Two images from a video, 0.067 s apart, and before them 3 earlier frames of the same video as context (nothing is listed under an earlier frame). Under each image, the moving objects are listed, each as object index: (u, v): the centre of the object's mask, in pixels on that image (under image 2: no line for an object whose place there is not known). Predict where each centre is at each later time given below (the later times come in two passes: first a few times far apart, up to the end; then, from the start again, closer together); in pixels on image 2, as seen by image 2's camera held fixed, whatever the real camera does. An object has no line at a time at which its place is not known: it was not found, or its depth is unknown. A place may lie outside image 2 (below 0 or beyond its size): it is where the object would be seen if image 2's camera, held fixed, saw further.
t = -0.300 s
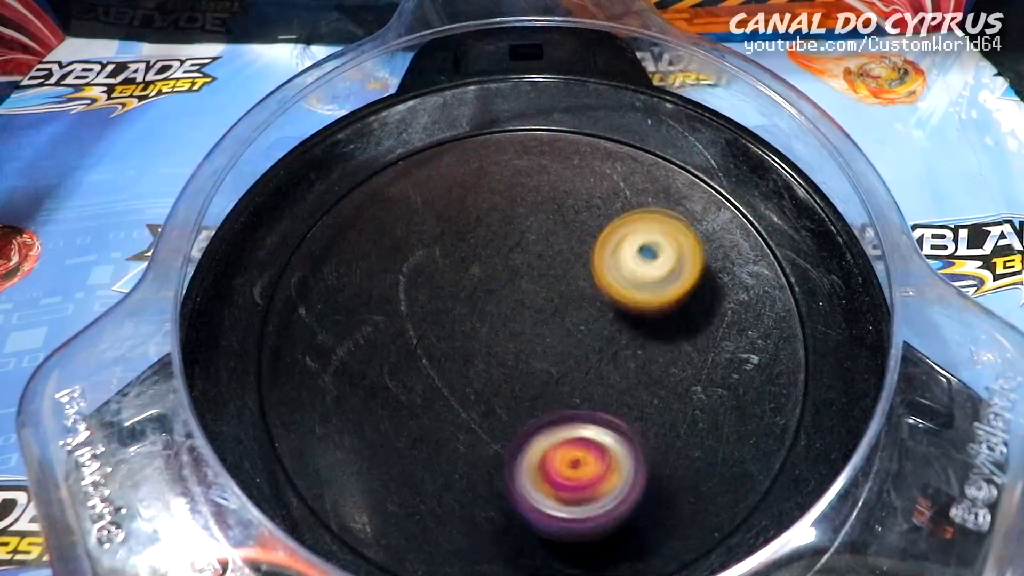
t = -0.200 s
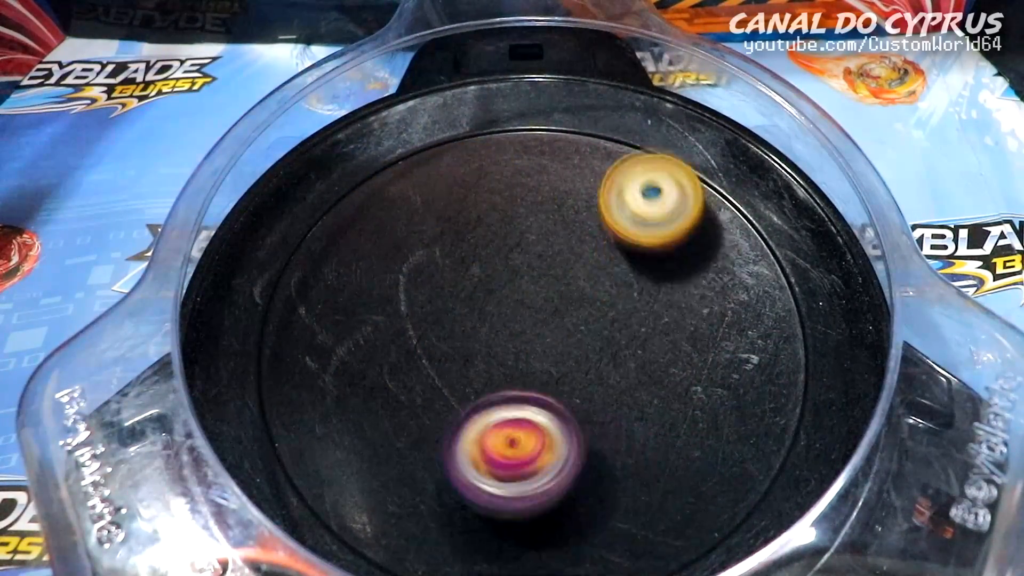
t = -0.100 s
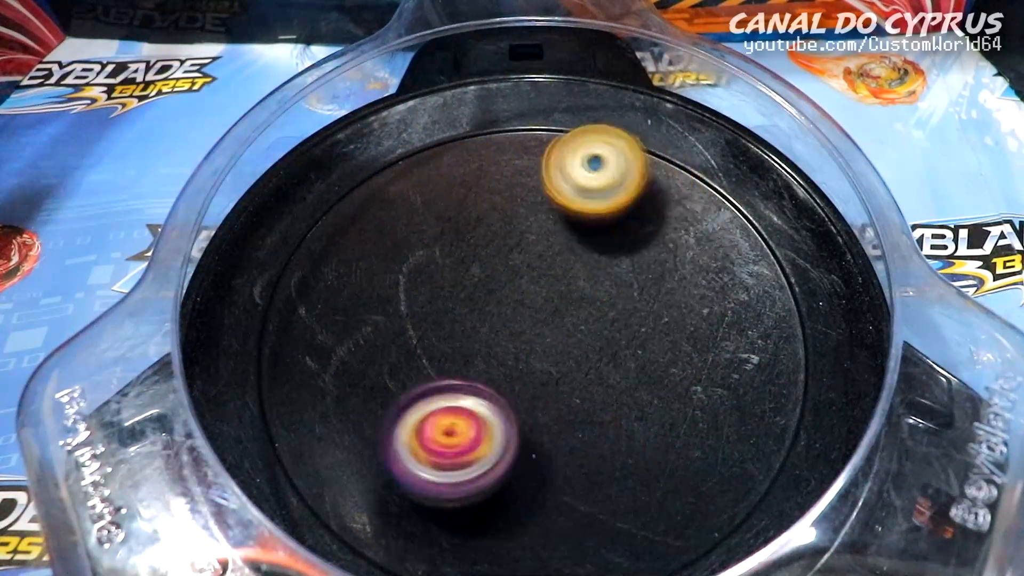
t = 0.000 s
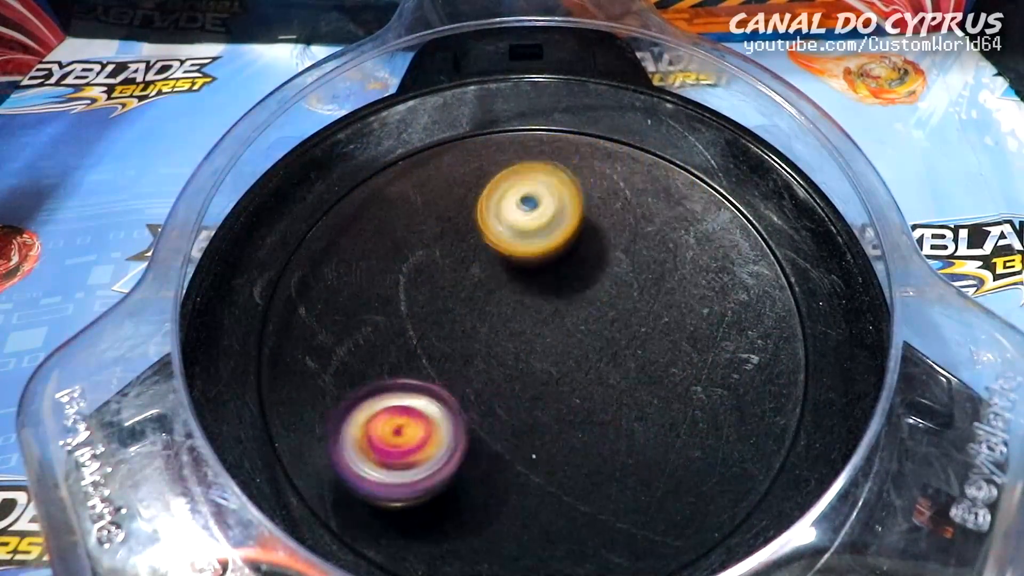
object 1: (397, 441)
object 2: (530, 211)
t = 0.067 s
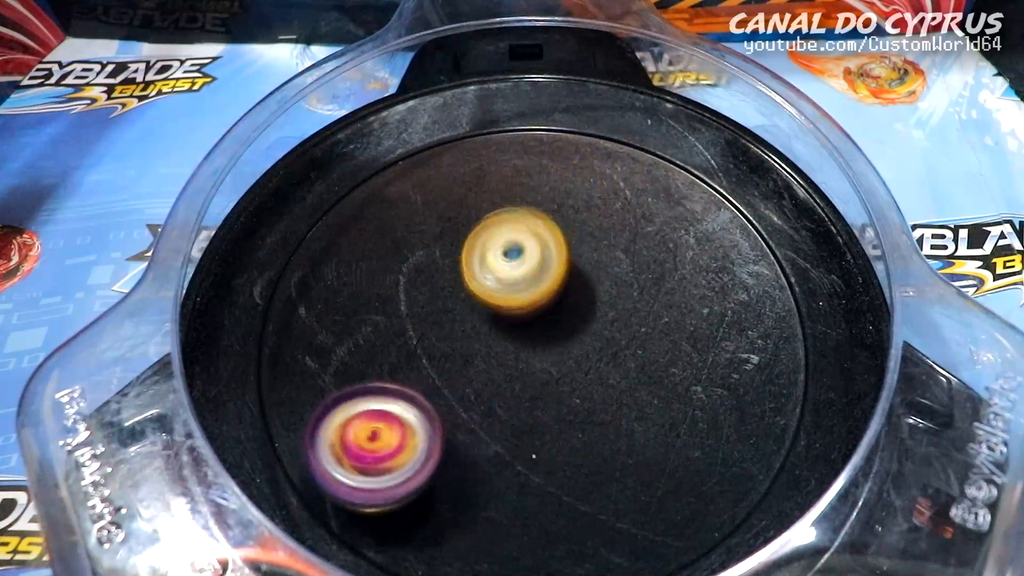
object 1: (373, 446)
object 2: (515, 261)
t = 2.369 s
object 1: (678, 219)
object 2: (607, 365)
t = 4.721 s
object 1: (539, 380)
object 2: (656, 272)
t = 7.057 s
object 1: (514, 402)
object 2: (575, 226)
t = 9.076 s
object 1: (711, 272)
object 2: (508, 307)
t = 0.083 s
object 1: (369, 448)
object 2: (514, 274)
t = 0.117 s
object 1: (362, 452)
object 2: (520, 300)
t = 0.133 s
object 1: (359, 454)
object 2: (524, 314)
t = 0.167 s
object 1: (356, 459)
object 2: (537, 337)
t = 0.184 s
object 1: (355, 460)
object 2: (545, 349)
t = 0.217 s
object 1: (356, 466)
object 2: (566, 368)
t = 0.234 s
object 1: (359, 469)
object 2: (577, 376)
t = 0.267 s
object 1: (370, 474)
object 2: (603, 390)
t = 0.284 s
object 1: (378, 475)
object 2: (616, 396)
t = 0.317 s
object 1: (397, 472)
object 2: (645, 402)
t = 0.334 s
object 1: (411, 467)
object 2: (661, 403)
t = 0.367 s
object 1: (433, 453)
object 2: (688, 400)
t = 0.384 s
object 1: (445, 442)
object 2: (703, 396)
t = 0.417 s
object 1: (462, 420)
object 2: (726, 385)
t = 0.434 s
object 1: (469, 407)
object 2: (735, 375)
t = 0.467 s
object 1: (478, 381)
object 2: (749, 356)
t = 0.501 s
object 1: (484, 354)
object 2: (751, 334)
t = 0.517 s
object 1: (486, 341)
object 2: (747, 323)
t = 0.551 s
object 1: (487, 317)
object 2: (733, 304)
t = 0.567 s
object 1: (486, 306)
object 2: (723, 295)
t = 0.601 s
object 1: (480, 284)
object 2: (697, 283)
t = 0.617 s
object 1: (476, 276)
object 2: (684, 280)
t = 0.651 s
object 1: (467, 259)
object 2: (654, 279)
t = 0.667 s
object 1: (462, 252)
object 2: (639, 280)
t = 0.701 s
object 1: (448, 238)
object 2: (610, 287)
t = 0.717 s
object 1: (442, 234)
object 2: (595, 292)
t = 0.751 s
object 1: (425, 223)
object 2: (569, 305)
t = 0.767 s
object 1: (417, 218)
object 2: (556, 312)
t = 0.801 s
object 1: (401, 213)
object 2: (534, 329)
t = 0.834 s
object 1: (385, 210)
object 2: (514, 348)
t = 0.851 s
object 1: (377, 209)
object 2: (505, 359)
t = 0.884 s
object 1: (361, 210)
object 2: (492, 381)
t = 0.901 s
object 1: (353, 212)
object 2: (488, 393)
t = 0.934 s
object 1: (338, 219)
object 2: (481, 417)
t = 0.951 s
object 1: (331, 224)
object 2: (480, 428)
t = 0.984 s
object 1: (319, 238)
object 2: (482, 453)
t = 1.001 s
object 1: (316, 248)
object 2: (485, 465)
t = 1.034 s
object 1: (317, 271)
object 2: (499, 486)
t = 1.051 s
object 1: (322, 282)
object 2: (508, 496)
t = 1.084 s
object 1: (341, 307)
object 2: (532, 510)
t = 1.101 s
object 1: (355, 318)
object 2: (547, 514)
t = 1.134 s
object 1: (386, 337)
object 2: (577, 514)
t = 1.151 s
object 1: (405, 344)
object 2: (592, 510)
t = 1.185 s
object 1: (443, 354)
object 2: (619, 495)
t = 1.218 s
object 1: (480, 358)
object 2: (635, 473)
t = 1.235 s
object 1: (500, 358)
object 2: (640, 461)
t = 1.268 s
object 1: (535, 354)
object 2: (641, 436)
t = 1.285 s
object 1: (547, 346)
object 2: (644, 429)
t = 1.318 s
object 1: (561, 319)
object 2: (659, 429)
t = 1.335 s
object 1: (568, 307)
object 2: (664, 426)
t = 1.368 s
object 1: (583, 286)
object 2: (671, 411)
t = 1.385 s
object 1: (591, 276)
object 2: (673, 404)
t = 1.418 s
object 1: (601, 255)
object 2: (671, 385)
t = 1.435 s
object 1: (605, 244)
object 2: (667, 376)
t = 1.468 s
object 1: (610, 224)
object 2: (655, 359)
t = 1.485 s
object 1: (611, 215)
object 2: (647, 350)
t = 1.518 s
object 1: (614, 198)
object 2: (625, 339)
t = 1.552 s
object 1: (612, 181)
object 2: (598, 331)
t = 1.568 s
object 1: (611, 174)
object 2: (586, 329)
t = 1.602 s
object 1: (606, 158)
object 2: (558, 328)
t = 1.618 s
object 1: (603, 151)
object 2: (544, 329)
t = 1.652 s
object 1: (592, 140)
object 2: (520, 333)
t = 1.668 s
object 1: (585, 136)
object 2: (509, 336)
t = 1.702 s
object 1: (568, 130)
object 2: (487, 344)
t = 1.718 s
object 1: (558, 130)
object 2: (478, 349)
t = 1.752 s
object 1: (536, 133)
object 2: (460, 361)
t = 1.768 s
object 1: (526, 138)
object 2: (451, 369)
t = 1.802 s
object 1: (505, 154)
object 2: (438, 385)
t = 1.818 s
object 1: (496, 164)
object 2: (433, 393)
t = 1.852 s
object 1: (482, 187)
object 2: (428, 412)
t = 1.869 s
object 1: (476, 201)
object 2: (430, 419)
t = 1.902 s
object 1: (471, 232)
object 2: (434, 437)
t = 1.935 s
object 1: (473, 260)
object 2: (449, 451)
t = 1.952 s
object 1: (476, 275)
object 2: (459, 455)
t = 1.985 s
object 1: (485, 302)
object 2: (483, 459)
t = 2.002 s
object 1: (492, 315)
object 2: (496, 458)
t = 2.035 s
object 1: (508, 335)
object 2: (521, 453)
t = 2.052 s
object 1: (516, 336)
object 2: (531, 456)
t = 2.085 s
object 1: (537, 338)
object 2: (554, 460)
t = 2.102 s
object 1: (549, 332)
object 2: (564, 467)
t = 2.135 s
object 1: (574, 322)
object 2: (588, 474)
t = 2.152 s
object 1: (587, 318)
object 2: (599, 474)
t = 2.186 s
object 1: (613, 311)
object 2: (622, 466)
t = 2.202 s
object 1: (625, 306)
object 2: (631, 459)
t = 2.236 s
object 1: (648, 293)
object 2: (642, 440)
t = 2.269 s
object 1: (667, 277)
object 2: (645, 419)
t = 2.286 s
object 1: (673, 267)
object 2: (642, 408)
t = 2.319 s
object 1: (682, 248)
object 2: (632, 388)
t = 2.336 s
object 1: (682, 238)
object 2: (624, 380)
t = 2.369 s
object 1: (678, 219)
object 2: (607, 365)
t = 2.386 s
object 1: (672, 209)
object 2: (597, 357)
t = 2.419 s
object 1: (657, 194)
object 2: (576, 347)
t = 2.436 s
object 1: (646, 189)
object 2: (565, 342)
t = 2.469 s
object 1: (620, 183)
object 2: (541, 336)
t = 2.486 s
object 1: (608, 184)
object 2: (529, 332)
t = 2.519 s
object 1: (582, 190)
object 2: (505, 330)
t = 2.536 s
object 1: (565, 197)
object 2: (493, 329)
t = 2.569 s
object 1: (542, 215)
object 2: (470, 330)
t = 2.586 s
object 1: (533, 223)
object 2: (458, 331)
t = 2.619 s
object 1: (517, 245)
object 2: (436, 338)
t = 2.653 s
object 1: (513, 263)
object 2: (409, 351)
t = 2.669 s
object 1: (513, 274)
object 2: (395, 360)
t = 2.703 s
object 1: (516, 295)
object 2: (380, 374)
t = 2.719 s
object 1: (516, 307)
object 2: (374, 384)
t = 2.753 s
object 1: (525, 330)
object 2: (365, 400)
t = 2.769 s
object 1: (528, 340)
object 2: (364, 410)
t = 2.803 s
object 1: (541, 361)
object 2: (365, 428)
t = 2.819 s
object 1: (550, 369)
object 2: (369, 438)
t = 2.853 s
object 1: (565, 385)
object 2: (380, 453)
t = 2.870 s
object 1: (577, 392)
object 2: (390, 459)
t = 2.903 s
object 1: (596, 402)
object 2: (412, 467)
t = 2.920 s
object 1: (607, 406)
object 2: (425, 467)
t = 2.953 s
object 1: (626, 410)
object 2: (452, 465)
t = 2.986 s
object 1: (648, 410)
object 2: (476, 455)
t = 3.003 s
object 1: (657, 409)
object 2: (489, 448)
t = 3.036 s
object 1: (678, 404)
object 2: (508, 433)
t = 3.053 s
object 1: (685, 400)
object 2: (516, 423)
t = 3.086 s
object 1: (702, 389)
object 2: (529, 404)
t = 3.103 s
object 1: (709, 382)
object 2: (534, 393)
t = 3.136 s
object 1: (719, 366)
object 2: (542, 373)
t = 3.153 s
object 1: (720, 357)
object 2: (542, 363)
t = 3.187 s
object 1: (719, 336)
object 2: (545, 342)
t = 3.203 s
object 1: (714, 327)
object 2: (544, 333)
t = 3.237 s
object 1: (700, 307)
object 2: (541, 313)
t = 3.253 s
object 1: (689, 301)
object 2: (540, 303)
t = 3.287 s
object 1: (665, 288)
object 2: (533, 286)
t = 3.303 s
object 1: (653, 284)
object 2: (526, 276)
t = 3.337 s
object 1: (665, 287)
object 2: (476, 249)
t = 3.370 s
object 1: (666, 291)
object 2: (425, 227)
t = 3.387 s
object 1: (665, 293)
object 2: (406, 220)
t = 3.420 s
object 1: (651, 299)
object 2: (375, 210)
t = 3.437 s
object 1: (644, 303)
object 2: (362, 208)
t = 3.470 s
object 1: (625, 314)
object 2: (342, 205)
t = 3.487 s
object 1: (617, 320)
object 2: (335, 205)
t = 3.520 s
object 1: (603, 336)
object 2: (317, 209)
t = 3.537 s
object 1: (594, 345)
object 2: (311, 212)
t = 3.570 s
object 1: (583, 362)
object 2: (313, 231)
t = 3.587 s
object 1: (577, 372)
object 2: (314, 239)
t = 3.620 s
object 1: (572, 389)
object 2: (317, 256)
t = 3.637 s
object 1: (569, 399)
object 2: (318, 263)
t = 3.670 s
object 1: (569, 415)
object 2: (322, 275)
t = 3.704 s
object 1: (575, 432)
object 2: (329, 280)
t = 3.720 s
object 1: (578, 439)
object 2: (334, 282)
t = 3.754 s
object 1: (591, 451)
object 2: (346, 281)
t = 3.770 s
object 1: (597, 456)
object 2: (355, 281)
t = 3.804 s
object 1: (614, 461)
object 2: (371, 279)
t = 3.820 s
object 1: (623, 461)
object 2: (381, 276)
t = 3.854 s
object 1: (639, 454)
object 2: (400, 272)
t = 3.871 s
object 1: (646, 449)
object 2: (409, 268)
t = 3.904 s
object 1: (653, 431)
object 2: (427, 262)
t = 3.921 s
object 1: (653, 421)
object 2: (436, 260)
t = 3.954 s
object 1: (648, 403)
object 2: (453, 253)
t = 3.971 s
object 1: (642, 392)
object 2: (462, 250)
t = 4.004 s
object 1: (624, 375)
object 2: (477, 244)
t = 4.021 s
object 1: (612, 368)
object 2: (484, 240)
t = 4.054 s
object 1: (591, 355)
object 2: (497, 235)
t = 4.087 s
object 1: (564, 348)
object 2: (509, 230)
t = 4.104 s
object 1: (552, 345)
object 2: (515, 226)
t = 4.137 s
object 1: (528, 341)
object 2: (526, 221)
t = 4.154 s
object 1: (514, 340)
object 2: (532, 220)
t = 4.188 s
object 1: (490, 340)
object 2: (542, 216)
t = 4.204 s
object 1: (479, 341)
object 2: (549, 214)
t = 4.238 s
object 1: (455, 346)
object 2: (560, 209)
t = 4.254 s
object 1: (444, 347)
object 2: (566, 207)
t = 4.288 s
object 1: (424, 354)
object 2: (577, 204)
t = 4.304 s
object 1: (415, 358)
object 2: (581, 203)
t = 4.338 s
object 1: (398, 368)
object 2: (592, 200)
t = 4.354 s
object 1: (392, 374)
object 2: (598, 199)
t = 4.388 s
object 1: (378, 389)
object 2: (608, 198)
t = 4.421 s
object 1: (373, 403)
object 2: (615, 197)
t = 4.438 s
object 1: (374, 412)
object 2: (620, 197)
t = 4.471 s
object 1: (379, 429)
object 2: (627, 199)
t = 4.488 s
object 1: (385, 436)
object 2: (629, 201)
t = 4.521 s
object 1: (406, 449)
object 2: (635, 206)
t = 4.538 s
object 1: (418, 452)
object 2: (637, 210)
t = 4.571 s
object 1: (445, 452)
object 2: (641, 218)
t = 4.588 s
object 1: (459, 449)
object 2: (643, 221)
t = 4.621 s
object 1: (486, 437)
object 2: (647, 232)
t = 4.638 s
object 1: (498, 429)
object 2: (647, 238)
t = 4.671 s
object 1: (517, 412)
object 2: (650, 251)
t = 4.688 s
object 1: (526, 402)
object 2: (652, 258)
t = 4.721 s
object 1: (539, 380)
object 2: (656, 272)
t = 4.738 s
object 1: (543, 368)
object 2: (658, 276)
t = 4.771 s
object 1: (550, 348)
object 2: (663, 289)
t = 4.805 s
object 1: (529, 331)
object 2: (690, 296)
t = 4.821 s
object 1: (514, 322)
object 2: (707, 297)
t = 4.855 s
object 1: (489, 307)
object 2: (730, 297)
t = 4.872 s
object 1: (478, 300)
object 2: (738, 295)
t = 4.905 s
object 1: (459, 289)
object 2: (755, 291)
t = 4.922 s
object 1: (451, 284)
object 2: (763, 290)
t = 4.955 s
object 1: (434, 276)
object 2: (777, 286)
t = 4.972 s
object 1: (426, 274)
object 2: (784, 285)
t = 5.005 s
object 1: (409, 270)
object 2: (788, 281)
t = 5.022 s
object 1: (401, 267)
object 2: (784, 281)
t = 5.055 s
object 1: (387, 266)
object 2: (777, 281)
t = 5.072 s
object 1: (380, 266)
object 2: (774, 283)
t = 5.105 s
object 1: (363, 268)
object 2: (766, 288)
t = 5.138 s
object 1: (349, 275)
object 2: (755, 295)
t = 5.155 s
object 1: (345, 280)
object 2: (748, 299)
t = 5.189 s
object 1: (338, 292)
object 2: (734, 310)
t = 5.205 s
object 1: (338, 300)
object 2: (727, 315)
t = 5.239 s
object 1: (343, 317)
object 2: (713, 329)
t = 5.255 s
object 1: (349, 325)
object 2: (705, 336)
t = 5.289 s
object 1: (367, 339)
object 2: (691, 348)
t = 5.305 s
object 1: (380, 345)
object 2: (685, 354)
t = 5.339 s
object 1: (406, 354)
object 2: (670, 366)
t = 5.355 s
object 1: (422, 355)
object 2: (662, 371)
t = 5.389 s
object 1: (449, 355)
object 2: (647, 383)
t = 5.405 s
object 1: (462, 354)
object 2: (641, 388)
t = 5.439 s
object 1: (487, 350)
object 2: (625, 398)
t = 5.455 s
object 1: (499, 347)
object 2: (617, 404)
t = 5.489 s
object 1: (501, 323)
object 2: (620, 427)
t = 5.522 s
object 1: (503, 296)
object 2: (620, 450)
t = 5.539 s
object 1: (503, 284)
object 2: (619, 460)
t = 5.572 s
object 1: (503, 263)
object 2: (614, 474)
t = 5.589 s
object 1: (503, 254)
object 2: (612, 478)
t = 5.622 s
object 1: (501, 238)
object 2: (607, 489)
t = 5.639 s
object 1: (500, 232)
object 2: (607, 492)
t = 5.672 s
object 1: (497, 218)
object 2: (601, 498)
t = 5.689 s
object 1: (495, 211)
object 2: (596, 502)
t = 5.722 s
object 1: (490, 198)
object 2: (590, 507)
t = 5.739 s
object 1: (485, 191)
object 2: (587, 508)
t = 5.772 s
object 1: (477, 181)
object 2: (577, 510)
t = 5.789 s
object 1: (473, 176)
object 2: (571, 510)
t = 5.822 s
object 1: (461, 171)
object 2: (561, 508)
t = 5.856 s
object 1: (449, 170)
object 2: (549, 505)
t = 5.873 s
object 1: (442, 172)
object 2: (541, 503)
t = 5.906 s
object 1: (431, 183)
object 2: (527, 496)
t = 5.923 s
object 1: (428, 190)
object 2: (521, 491)
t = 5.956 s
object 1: (428, 207)
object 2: (507, 481)
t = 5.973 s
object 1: (432, 217)
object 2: (500, 477)
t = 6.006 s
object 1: (443, 236)
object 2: (488, 465)
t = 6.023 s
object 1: (450, 245)
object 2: (480, 459)
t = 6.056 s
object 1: (467, 262)
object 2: (469, 447)
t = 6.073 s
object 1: (476, 269)
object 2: (465, 441)
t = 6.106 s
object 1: (497, 281)
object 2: (455, 429)
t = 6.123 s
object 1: (507, 286)
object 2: (450, 423)
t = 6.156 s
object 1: (527, 294)
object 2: (442, 410)
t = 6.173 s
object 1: (538, 299)
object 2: (438, 403)
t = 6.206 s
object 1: (559, 306)
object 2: (431, 391)
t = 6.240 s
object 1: (579, 310)
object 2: (426, 380)
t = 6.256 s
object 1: (589, 312)
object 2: (425, 373)
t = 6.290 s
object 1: (609, 316)
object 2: (421, 361)
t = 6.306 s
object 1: (618, 317)
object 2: (420, 355)
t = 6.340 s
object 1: (638, 318)
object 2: (418, 343)
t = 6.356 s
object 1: (648, 318)
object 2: (416, 338)
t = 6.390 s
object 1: (666, 317)
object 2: (417, 328)
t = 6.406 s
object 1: (674, 317)
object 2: (417, 321)
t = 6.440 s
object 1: (691, 313)
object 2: (419, 311)
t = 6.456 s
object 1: (700, 311)
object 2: (420, 306)
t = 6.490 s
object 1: (714, 305)
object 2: (423, 296)
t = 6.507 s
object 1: (721, 300)
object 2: (424, 291)
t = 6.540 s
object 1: (731, 292)
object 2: (429, 282)
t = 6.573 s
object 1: (737, 281)
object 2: (434, 272)
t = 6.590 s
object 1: (739, 275)
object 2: (436, 268)
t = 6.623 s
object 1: (733, 264)
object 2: (443, 261)
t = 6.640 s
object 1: (726, 260)
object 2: (448, 257)
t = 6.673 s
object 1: (705, 258)
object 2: (456, 249)
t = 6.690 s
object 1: (694, 259)
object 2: (461, 246)
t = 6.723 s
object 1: (671, 264)
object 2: (469, 240)
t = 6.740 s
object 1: (660, 267)
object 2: (473, 238)
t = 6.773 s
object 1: (639, 278)
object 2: (484, 234)
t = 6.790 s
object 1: (627, 285)
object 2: (490, 231)
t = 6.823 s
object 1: (609, 297)
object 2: (501, 227)
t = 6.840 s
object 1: (601, 303)
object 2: (506, 226)
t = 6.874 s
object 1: (584, 318)
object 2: (517, 224)
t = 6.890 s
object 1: (577, 325)
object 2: (522, 223)
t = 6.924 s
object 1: (562, 340)
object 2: (534, 222)
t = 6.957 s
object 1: (549, 356)
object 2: (543, 222)
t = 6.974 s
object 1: (543, 363)
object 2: (548, 221)
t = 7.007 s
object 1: (530, 378)
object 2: (560, 223)
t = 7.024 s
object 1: (525, 386)
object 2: (565, 223)
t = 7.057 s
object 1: (514, 402)
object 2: (575, 226)
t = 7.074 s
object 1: (510, 409)
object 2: (581, 228)
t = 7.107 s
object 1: (501, 424)
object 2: (592, 232)
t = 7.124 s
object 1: (497, 432)
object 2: (596, 236)
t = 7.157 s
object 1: (491, 447)
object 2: (606, 242)
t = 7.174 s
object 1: (489, 454)
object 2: (610, 244)
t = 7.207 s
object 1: (485, 469)
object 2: (619, 251)
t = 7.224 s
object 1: (484, 477)
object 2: (624, 254)
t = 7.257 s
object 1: (484, 490)
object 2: (631, 263)
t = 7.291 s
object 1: (490, 503)
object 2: (637, 273)
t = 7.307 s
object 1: (496, 507)
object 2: (642, 276)
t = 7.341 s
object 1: (510, 512)
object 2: (646, 285)
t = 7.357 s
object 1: (517, 512)
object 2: (649, 292)
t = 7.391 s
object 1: (535, 506)
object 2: (654, 302)
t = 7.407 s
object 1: (543, 500)
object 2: (655, 308)
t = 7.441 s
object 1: (553, 483)
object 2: (658, 318)
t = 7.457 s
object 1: (556, 473)
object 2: (659, 323)
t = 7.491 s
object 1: (558, 452)
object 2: (660, 334)
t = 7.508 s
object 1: (558, 440)
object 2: (661, 338)
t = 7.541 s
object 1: (554, 419)
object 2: (660, 348)
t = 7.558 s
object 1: (545, 411)
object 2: (662, 352)
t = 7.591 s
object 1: (509, 397)
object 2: (683, 356)
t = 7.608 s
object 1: (494, 390)
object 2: (691, 357)
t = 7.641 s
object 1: (469, 377)
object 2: (700, 360)
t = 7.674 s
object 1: (449, 367)
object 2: (707, 362)
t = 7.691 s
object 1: (440, 361)
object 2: (710, 364)
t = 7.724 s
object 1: (425, 354)
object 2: (713, 365)
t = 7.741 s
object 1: (415, 349)
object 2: (713, 366)
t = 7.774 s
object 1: (400, 340)
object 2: (711, 367)
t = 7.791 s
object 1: (393, 335)
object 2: (708, 369)
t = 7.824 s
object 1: (381, 327)
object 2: (701, 371)
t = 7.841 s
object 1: (376, 322)
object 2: (696, 371)
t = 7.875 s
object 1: (364, 313)
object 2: (686, 374)
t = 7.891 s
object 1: (358, 309)
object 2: (679, 375)
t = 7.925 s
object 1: (348, 300)
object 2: (666, 377)
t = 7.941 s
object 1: (345, 296)
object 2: (660, 378)
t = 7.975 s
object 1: (336, 287)
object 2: (644, 381)
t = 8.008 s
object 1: (330, 279)
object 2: (629, 382)
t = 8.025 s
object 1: (327, 275)
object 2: (621, 382)
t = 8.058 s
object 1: (323, 269)
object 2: (605, 383)
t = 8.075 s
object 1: (320, 265)
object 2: (597, 385)
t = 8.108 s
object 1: (319, 259)
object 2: (581, 384)
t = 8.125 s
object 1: (320, 256)
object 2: (574, 385)
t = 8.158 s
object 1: (323, 252)
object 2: (558, 384)
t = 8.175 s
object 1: (326, 251)
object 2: (552, 384)
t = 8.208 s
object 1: (334, 251)
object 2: (536, 383)
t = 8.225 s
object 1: (340, 251)
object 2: (529, 382)
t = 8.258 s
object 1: (354, 254)
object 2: (514, 379)
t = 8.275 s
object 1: (364, 253)
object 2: (507, 377)
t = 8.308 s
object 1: (382, 254)
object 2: (494, 375)
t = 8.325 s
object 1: (394, 256)
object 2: (487, 373)
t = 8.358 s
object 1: (414, 255)
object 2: (474, 369)
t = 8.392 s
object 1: (436, 254)
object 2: (462, 365)
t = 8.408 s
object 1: (447, 248)
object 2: (457, 370)
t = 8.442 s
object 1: (469, 236)
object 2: (448, 380)
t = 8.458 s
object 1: (476, 233)
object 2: (442, 383)
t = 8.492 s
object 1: (494, 227)
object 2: (435, 389)
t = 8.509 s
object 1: (502, 225)
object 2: (432, 391)
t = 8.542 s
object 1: (515, 219)
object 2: (427, 396)
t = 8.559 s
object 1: (523, 217)
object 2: (426, 397)
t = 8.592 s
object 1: (538, 213)
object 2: (423, 400)
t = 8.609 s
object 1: (545, 212)
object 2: (425, 400)
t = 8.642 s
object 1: (560, 209)
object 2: (425, 401)
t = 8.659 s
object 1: (567, 208)
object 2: (428, 401)
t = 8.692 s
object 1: (581, 208)
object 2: (433, 399)
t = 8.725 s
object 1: (596, 207)
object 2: (438, 396)
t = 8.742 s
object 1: (603, 206)
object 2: (443, 392)
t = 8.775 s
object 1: (617, 209)
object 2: (447, 387)
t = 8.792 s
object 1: (624, 209)
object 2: (453, 383)
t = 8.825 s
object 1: (636, 212)
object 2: (459, 375)
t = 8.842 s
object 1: (644, 214)
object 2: (464, 371)
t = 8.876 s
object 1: (656, 219)
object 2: (470, 361)
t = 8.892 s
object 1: (662, 222)
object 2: (474, 357)
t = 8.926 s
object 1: (673, 229)
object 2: (481, 347)
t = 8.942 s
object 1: (679, 233)
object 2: (484, 343)
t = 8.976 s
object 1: (687, 242)
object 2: (491, 333)
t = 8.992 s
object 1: (691, 245)
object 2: (494, 329)
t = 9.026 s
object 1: (700, 255)
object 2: (500, 320)
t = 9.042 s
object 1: (705, 261)
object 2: (503, 315)
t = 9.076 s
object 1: (711, 272)
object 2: (508, 307)
